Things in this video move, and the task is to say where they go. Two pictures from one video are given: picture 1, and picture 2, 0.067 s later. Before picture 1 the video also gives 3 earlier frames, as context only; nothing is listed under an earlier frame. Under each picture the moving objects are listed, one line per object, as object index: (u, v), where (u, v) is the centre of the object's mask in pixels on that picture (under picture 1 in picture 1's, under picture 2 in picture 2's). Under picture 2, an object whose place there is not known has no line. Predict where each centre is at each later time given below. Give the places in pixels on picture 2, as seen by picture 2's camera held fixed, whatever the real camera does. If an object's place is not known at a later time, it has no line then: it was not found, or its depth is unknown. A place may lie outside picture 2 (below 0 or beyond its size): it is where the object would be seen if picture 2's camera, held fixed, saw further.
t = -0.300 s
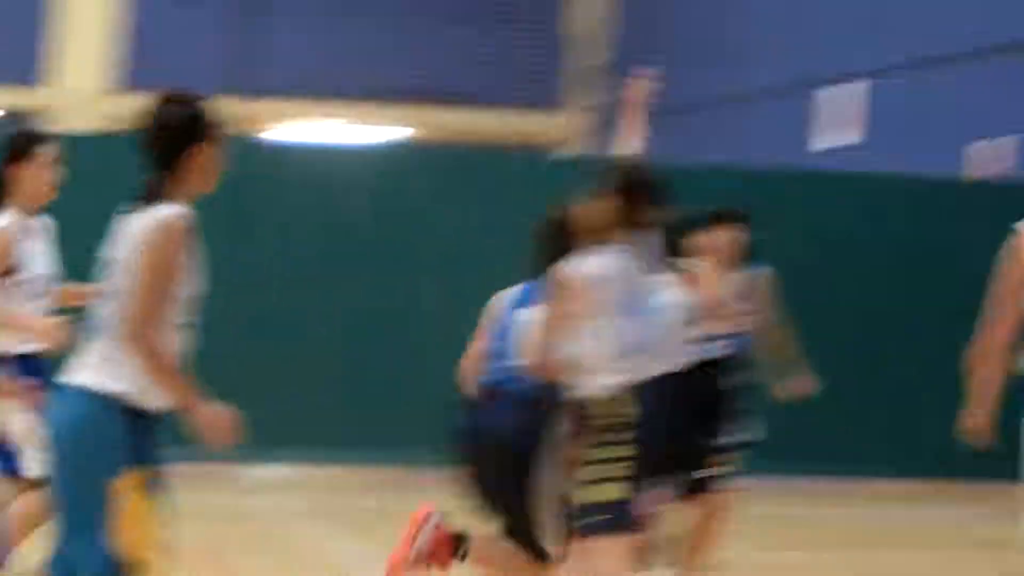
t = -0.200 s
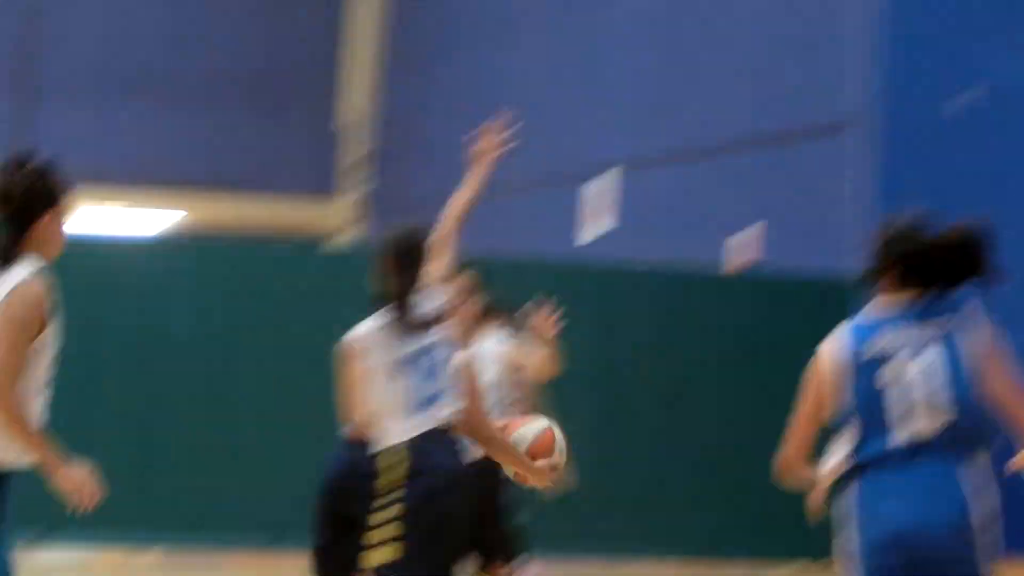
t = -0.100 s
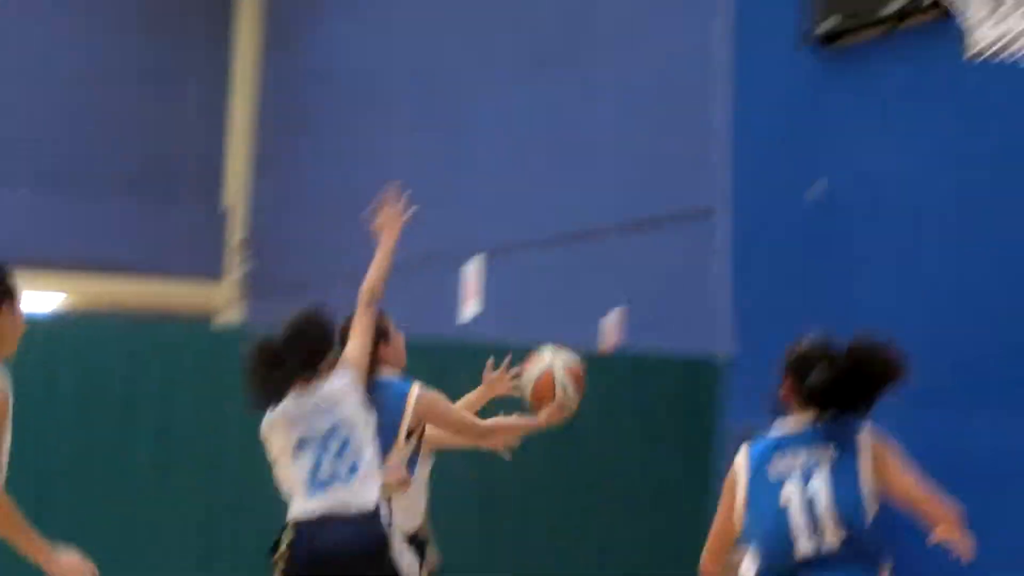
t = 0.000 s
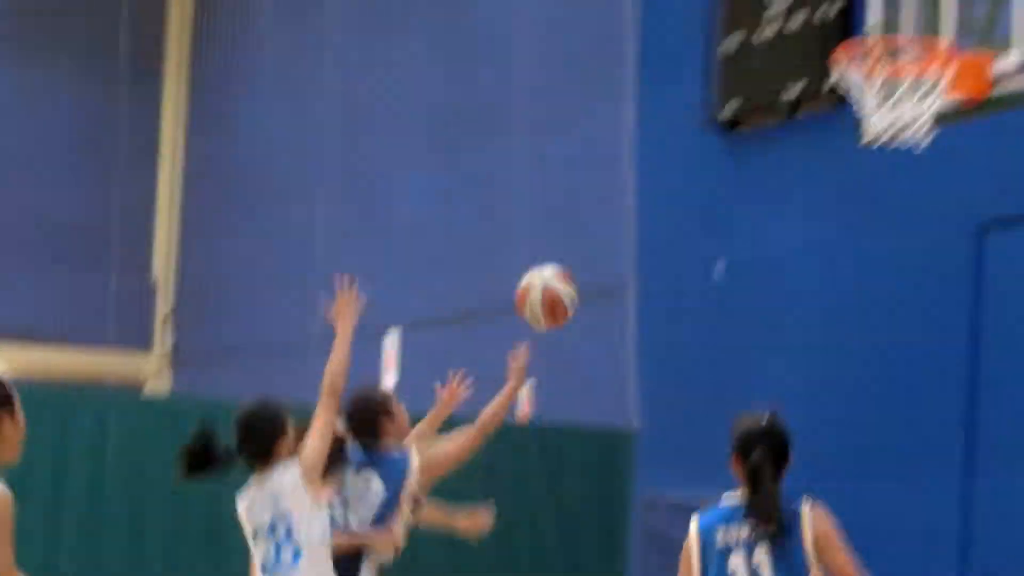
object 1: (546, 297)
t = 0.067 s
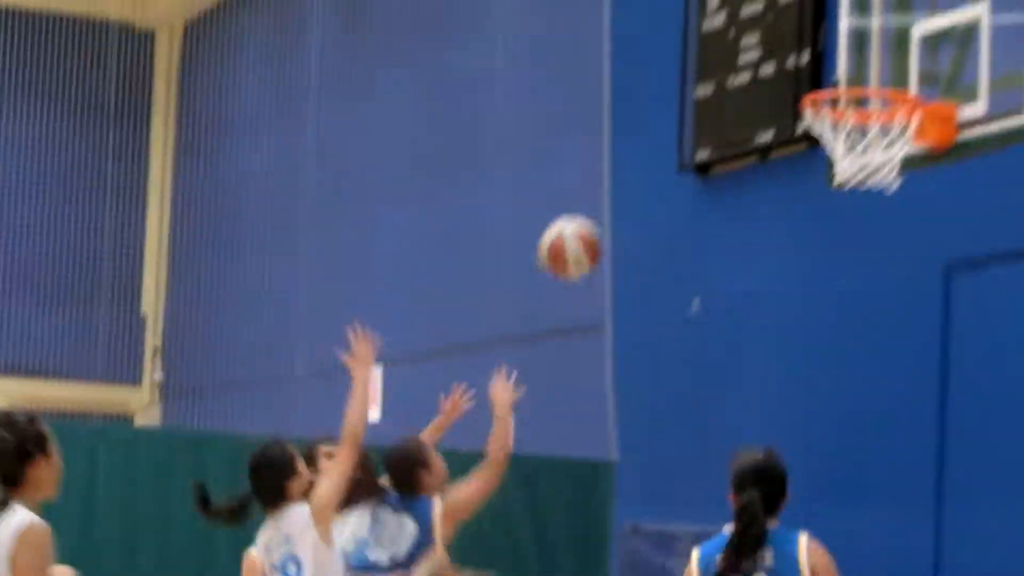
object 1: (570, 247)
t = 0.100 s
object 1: (590, 209)
